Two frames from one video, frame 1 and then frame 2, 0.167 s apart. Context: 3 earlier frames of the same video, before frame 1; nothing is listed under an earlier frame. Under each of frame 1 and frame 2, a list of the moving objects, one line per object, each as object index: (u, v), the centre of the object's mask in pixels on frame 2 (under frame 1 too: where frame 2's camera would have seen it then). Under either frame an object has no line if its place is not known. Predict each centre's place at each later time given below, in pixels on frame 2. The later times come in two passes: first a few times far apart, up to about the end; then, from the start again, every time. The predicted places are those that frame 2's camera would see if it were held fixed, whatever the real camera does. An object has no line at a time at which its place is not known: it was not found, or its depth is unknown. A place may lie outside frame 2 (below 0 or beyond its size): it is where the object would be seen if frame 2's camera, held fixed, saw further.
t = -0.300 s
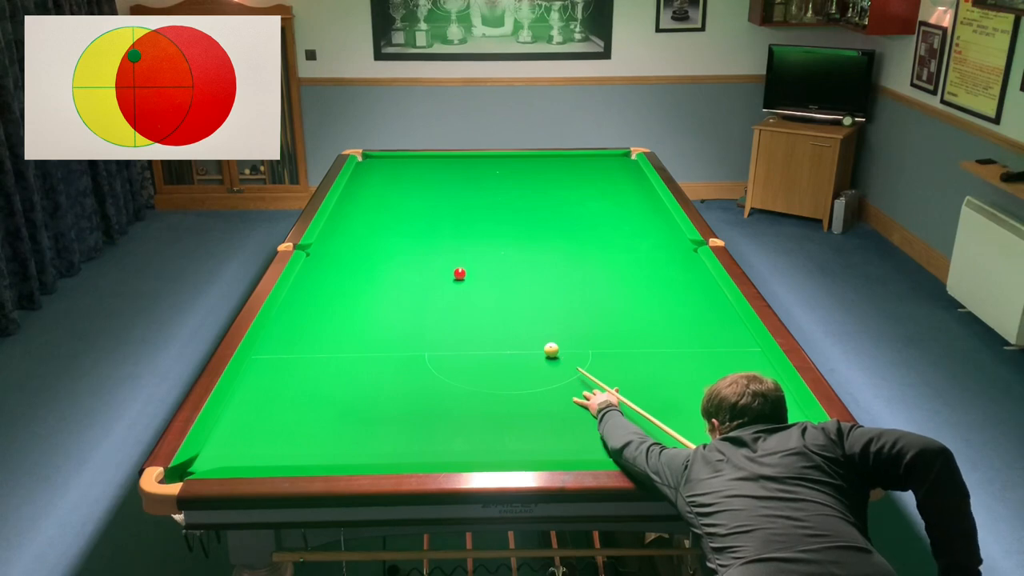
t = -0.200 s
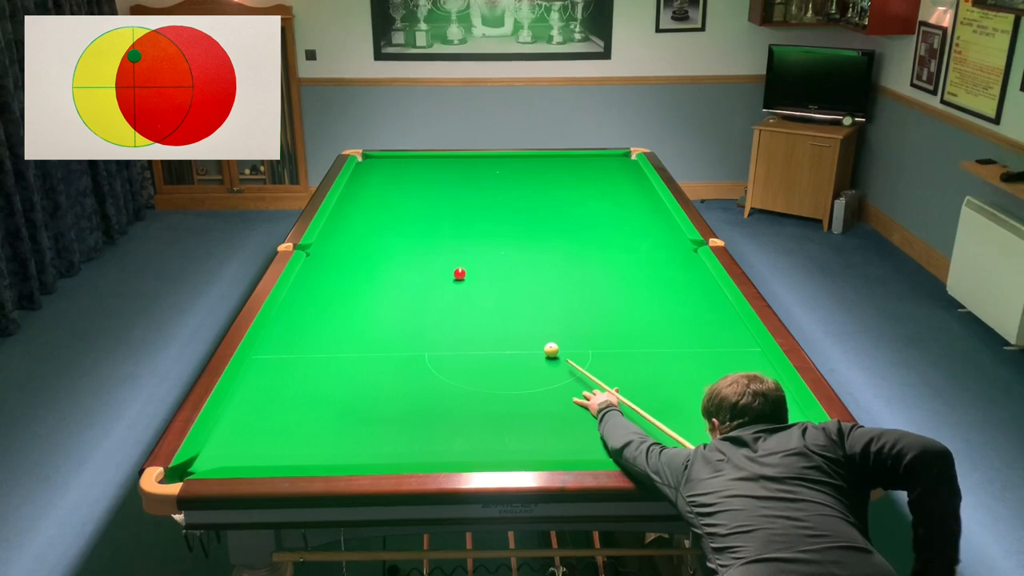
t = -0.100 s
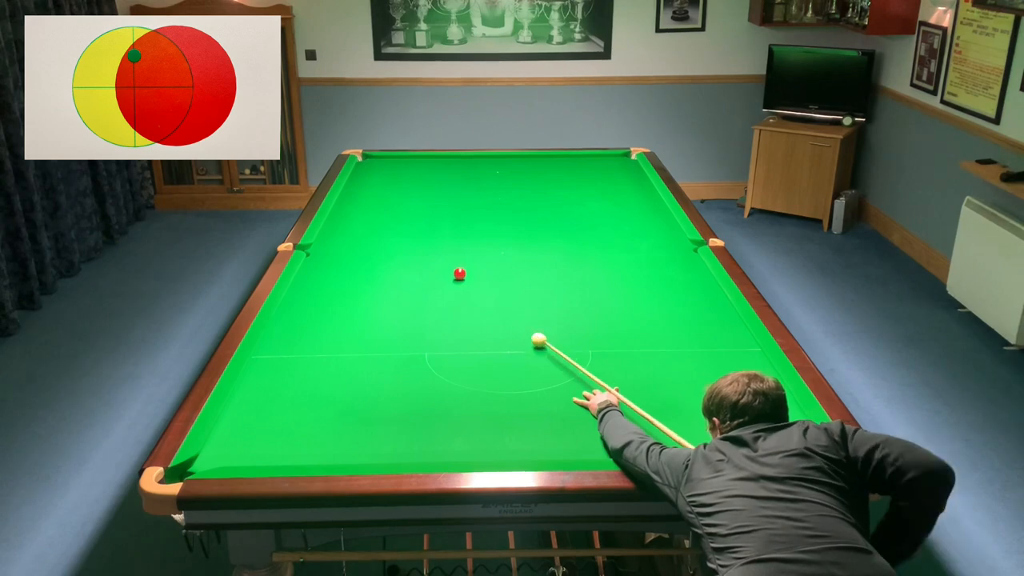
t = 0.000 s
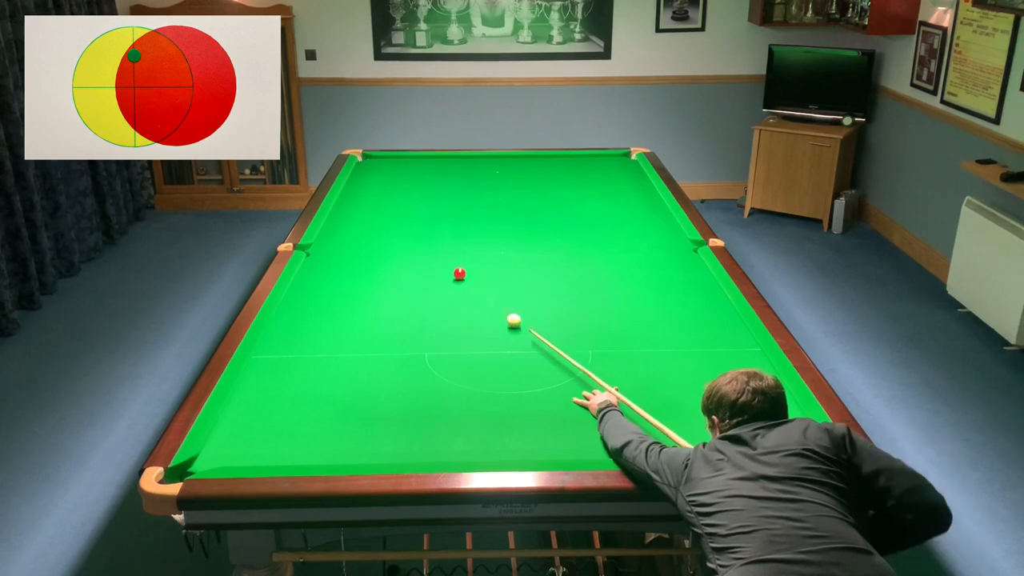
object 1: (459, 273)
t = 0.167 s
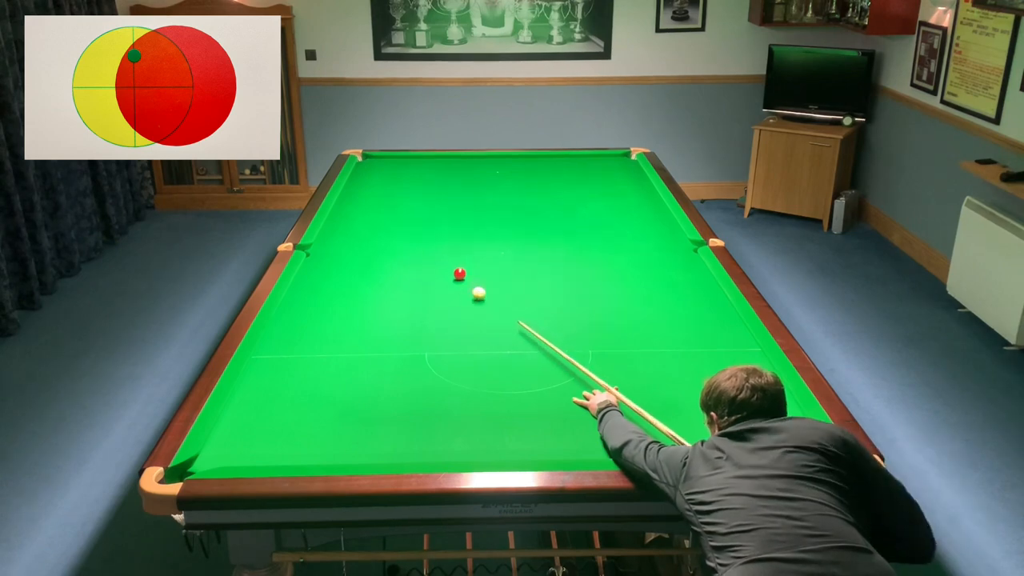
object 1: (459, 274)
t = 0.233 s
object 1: (459, 273)
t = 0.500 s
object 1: (462, 250)
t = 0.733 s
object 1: (463, 233)
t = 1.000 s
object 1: (464, 216)
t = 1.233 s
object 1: (466, 203)
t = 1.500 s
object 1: (466, 190)
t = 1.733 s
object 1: (467, 179)
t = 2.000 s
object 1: (468, 168)
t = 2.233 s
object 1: (469, 160)
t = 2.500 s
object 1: (469, 160)
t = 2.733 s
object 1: (468, 165)
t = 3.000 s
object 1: (468, 171)
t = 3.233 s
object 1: (467, 176)
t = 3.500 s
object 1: (467, 182)
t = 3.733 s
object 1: (467, 187)
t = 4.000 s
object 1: (466, 193)
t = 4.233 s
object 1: (466, 198)
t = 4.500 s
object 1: (466, 204)
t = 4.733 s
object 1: (466, 209)
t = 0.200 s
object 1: (459, 274)
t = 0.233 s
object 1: (459, 273)
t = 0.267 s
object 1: (459, 271)
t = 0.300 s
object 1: (460, 269)
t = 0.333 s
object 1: (460, 266)
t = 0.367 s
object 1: (461, 262)
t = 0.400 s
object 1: (461, 259)
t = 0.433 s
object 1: (461, 256)
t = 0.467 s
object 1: (461, 253)
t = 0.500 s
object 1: (462, 250)
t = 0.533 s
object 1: (462, 248)
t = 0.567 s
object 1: (462, 245)
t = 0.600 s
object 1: (462, 243)
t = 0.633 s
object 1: (462, 240)
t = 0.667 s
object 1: (463, 238)
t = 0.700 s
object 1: (463, 236)
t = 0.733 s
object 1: (463, 233)
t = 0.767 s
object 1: (463, 231)
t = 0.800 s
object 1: (463, 229)
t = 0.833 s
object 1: (463, 226)
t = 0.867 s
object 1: (464, 224)
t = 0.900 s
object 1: (464, 222)
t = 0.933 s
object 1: (464, 220)
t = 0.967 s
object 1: (464, 218)
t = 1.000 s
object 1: (464, 216)
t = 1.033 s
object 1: (464, 214)
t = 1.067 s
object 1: (465, 212)
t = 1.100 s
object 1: (465, 210)
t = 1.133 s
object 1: (465, 208)
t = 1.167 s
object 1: (465, 206)
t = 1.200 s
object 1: (465, 205)
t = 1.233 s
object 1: (466, 203)
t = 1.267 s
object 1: (466, 201)
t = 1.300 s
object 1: (466, 200)
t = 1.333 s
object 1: (466, 198)
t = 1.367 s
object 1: (466, 196)
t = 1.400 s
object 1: (466, 194)
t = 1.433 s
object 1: (466, 193)
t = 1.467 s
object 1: (466, 191)
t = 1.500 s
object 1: (466, 190)
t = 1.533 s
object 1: (466, 188)
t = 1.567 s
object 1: (466, 187)
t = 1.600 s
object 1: (466, 185)
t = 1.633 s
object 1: (467, 184)
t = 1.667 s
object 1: (467, 182)
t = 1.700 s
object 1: (467, 181)
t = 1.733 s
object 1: (467, 179)
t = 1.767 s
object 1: (467, 178)
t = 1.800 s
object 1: (467, 177)
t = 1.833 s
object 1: (467, 175)
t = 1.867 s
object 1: (467, 174)
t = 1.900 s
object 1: (468, 172)
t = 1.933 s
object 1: (468, 170)
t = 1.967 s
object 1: (468, 169)
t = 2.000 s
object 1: (468, 168)
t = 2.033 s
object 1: (468, 167)
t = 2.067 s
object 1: (468, 166)
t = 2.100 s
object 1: (468, 165)
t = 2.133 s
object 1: (468, 163)
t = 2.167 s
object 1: (468, 162)
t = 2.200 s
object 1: (469, 161)
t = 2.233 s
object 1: (469, 160)
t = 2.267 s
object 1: (469, 159)
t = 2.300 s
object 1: (469, 158)
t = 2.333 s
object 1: (469, 157)
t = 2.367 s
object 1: (469, 158)
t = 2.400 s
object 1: (469, 158)
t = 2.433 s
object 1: (469, 159)
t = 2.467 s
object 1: (469, 160)
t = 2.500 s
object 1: (469, 160)
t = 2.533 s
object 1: (469, 161)
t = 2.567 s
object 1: (469, 162)
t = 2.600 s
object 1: (469, 162)
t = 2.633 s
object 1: (468, 163)
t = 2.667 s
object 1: (468, 164)
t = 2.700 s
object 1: (468, 165)
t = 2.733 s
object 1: (468, 165)
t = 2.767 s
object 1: (468, 166)
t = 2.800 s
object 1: (468, 167)
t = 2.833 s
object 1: (468, 168)
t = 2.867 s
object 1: (468, 168)
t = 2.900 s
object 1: (468, 169)
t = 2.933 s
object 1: (468, 169)
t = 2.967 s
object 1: (468, 171)
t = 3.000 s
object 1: (468, 171)
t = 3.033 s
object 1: (468, 172)
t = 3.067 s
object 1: (468, 173)
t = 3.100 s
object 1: (468, 173)
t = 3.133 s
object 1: (468, 174)
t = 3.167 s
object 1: (468, 175)
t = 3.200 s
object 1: (468, 176)
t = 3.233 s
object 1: (467, 176)
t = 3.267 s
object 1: (467, 177)
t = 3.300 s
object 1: (467, 178)
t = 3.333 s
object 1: (467, 178)
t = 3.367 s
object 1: (467, 179)
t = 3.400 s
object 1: (467, 180)
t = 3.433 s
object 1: (467, 181)
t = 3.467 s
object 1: (467, 181)
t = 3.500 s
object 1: (467, 182)
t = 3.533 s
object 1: (467, 183)
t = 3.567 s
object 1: (467, 184)
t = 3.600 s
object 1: (467, 184)
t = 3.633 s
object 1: (467, 185)
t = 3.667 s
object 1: (467, 186)
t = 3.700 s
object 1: (467, 187)
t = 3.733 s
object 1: (467, 187)
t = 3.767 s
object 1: (467, 188)
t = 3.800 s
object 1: (467, 189)
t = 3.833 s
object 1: (467, 189)
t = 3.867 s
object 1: (467, 190)
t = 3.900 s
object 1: (467, 191)
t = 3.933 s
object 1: (467, 192)
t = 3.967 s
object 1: (467, 192)
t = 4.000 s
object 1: (466, 193)
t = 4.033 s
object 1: (466, 194)
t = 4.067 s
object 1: (467, 195)
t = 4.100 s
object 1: (467, 195)
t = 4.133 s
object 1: (467, 196)
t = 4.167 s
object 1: (466, 197)
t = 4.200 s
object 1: (466, 197)
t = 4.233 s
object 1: (466, 198)
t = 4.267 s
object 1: (466, 199)
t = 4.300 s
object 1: (466, 200)
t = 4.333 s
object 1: (466, 200)
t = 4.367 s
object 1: (466, 201)
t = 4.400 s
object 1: (466, 202)
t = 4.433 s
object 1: (466, 203)
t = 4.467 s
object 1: (466, 203)
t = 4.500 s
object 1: (466, 204)
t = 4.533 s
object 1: (466, 205)
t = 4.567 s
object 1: (466, 206)
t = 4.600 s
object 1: (466, 206)
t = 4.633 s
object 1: (466, 207)
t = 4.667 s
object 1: (466, 208)
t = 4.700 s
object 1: (466, 209)
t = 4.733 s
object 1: (466, 209)
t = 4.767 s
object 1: (466, 210)
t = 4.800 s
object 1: (466, 211)
